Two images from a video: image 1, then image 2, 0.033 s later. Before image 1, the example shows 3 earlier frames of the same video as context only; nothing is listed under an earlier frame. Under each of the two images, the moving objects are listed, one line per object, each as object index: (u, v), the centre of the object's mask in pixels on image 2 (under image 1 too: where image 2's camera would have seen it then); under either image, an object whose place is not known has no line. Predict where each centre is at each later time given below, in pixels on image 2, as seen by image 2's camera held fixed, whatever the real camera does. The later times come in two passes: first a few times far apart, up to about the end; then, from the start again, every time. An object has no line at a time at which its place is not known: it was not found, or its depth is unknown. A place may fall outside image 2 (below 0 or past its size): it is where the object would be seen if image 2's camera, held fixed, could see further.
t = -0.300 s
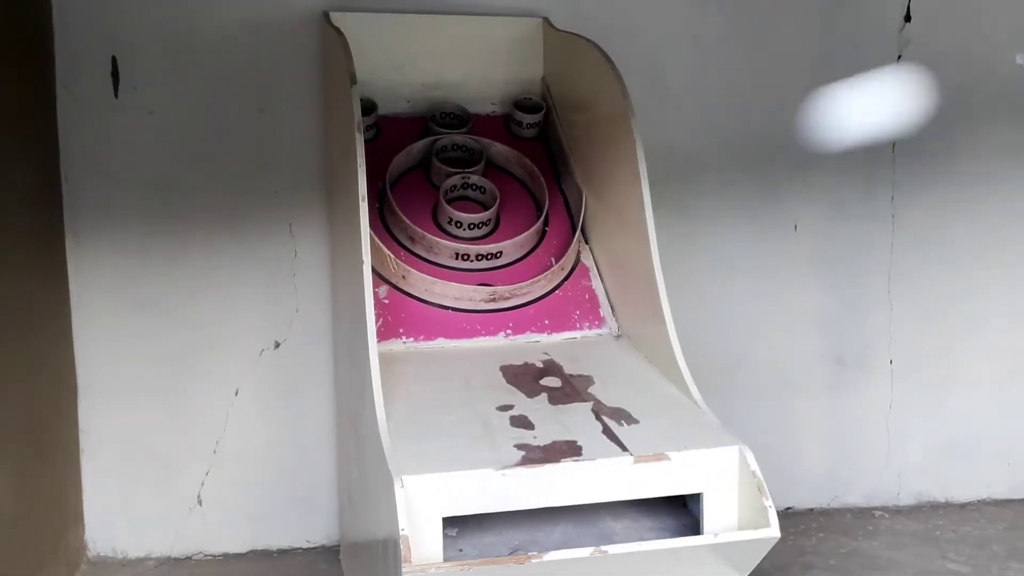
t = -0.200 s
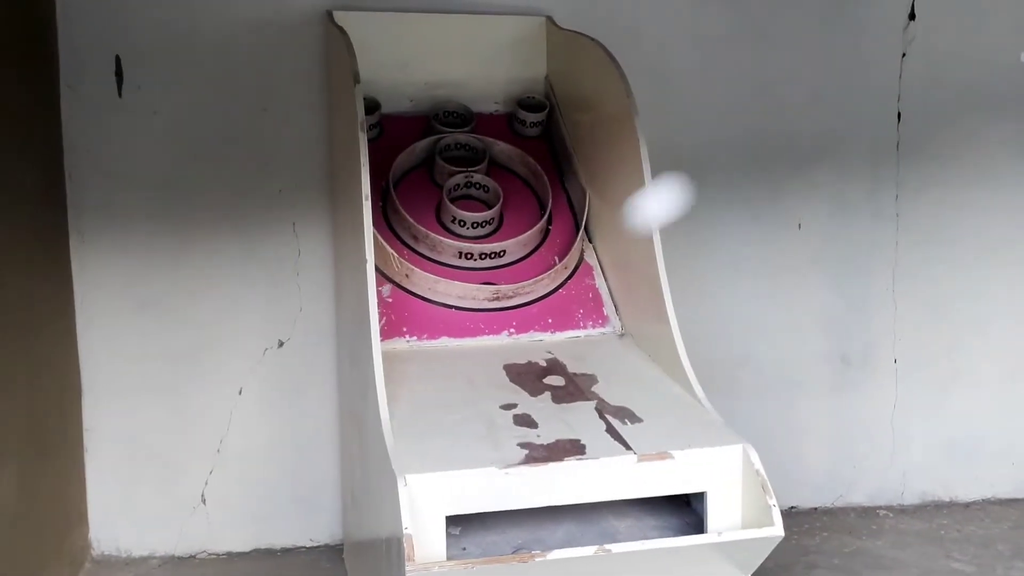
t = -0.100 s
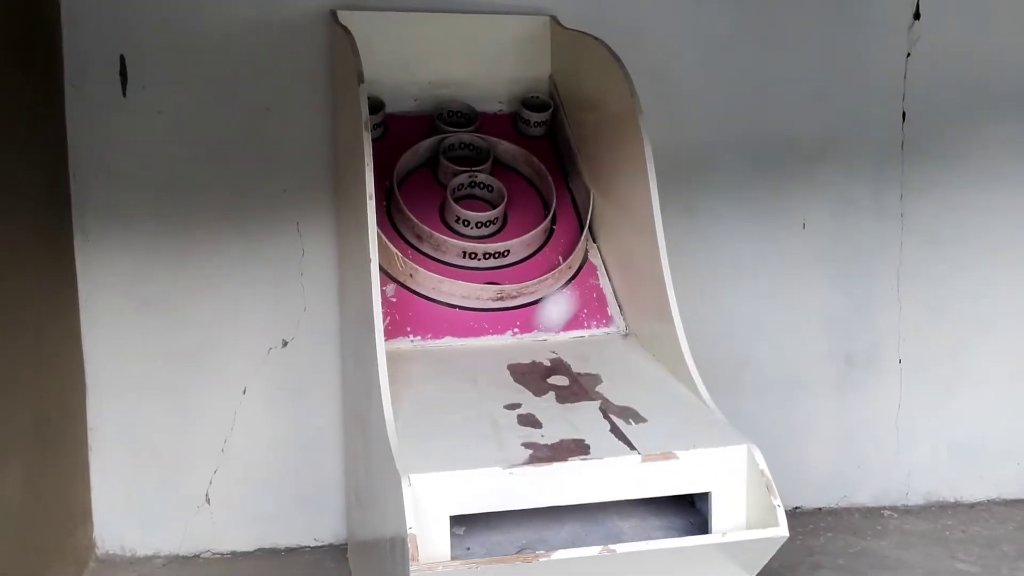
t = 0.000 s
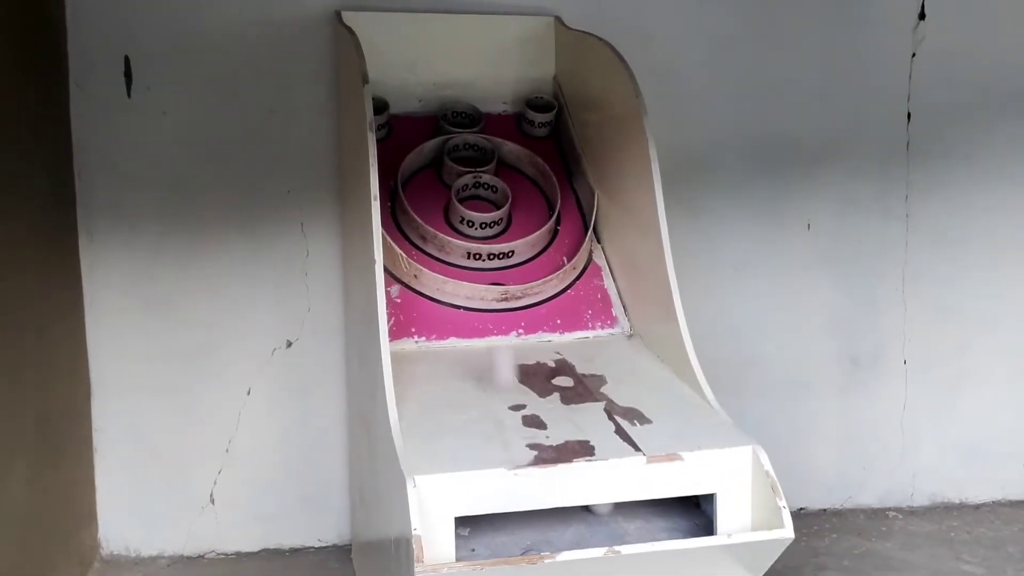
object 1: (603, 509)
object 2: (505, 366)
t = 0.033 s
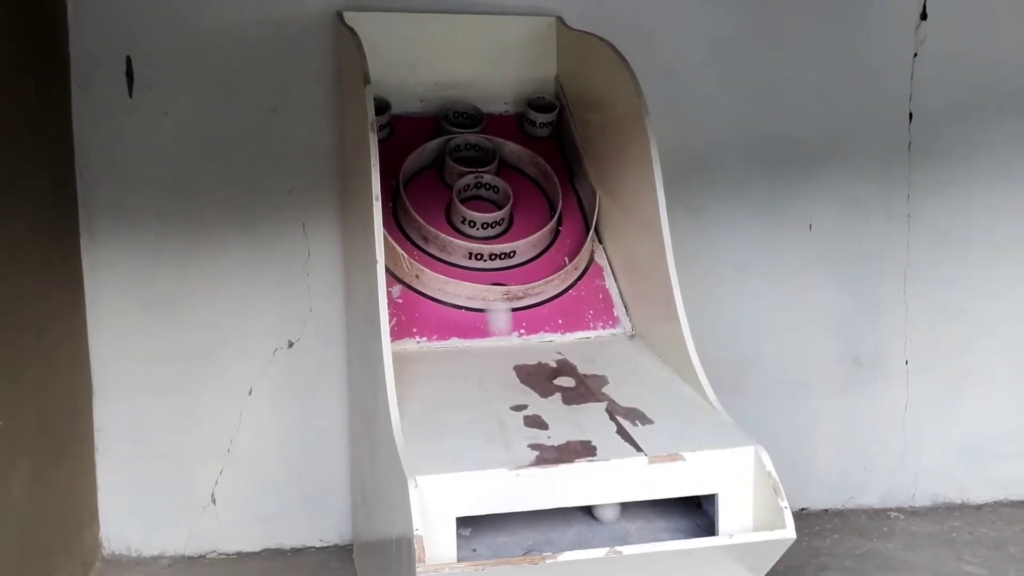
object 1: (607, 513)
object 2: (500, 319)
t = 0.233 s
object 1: (633, 540)
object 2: (464, 160)
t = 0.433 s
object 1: (615, 534)
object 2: (439, 169)
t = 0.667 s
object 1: (598, 542)
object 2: (424, 166)
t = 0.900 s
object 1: (569, 544)
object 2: (436, 219)
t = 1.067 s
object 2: (465, 237)
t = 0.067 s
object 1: (610, 516)
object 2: (493, 275)
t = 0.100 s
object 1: (613, 521)
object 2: (487, 243)
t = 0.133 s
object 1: (617, 528)
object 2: (480, 213)
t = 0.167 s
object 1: (621, 533)
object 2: (475, 195)
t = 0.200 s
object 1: (625, 538)
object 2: (469, 173)
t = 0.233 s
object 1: (633, 540)
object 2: (464, 160)
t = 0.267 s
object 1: (631, 538)
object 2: (460, 153)
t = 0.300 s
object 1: (629, 533)
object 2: (455, 148)
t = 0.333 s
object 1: (626, 528)
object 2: (451, 147)
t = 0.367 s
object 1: (622, 527)
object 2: (446, 150)
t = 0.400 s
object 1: (619, 529)
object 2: (442, 158)
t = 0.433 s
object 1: (615, 534)
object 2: (439, 169)
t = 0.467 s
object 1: (611, 541)
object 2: (435, 182)
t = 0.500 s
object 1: (609, 543)
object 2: (432, 185)
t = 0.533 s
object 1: (608, 541)
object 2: (430, 175)
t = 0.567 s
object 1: (607, 541)
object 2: (428, 167)
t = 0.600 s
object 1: (606, 540)
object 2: (428, 163)
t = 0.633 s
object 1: (602, 540)
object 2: (426, 162)
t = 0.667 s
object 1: (598, 542)
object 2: (424, 166)
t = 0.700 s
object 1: (593, 543)
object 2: (422, 172)
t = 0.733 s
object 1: (587, 546)
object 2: (421, 182)
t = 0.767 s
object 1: (583, 546)
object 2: (419, 194)
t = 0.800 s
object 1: (580, 543)
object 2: (422, 208)
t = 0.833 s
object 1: (576, 543)
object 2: (428, 217)
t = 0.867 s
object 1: (573, 545)
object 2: (432, 218)
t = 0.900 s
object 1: (569, 544)
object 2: (436, 219)
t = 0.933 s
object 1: (566, 543)
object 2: (441, 222)
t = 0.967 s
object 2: (447, 227)
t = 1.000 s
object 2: (452, 234)
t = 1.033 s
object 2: (458, 235)
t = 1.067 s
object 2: (465, 237)
